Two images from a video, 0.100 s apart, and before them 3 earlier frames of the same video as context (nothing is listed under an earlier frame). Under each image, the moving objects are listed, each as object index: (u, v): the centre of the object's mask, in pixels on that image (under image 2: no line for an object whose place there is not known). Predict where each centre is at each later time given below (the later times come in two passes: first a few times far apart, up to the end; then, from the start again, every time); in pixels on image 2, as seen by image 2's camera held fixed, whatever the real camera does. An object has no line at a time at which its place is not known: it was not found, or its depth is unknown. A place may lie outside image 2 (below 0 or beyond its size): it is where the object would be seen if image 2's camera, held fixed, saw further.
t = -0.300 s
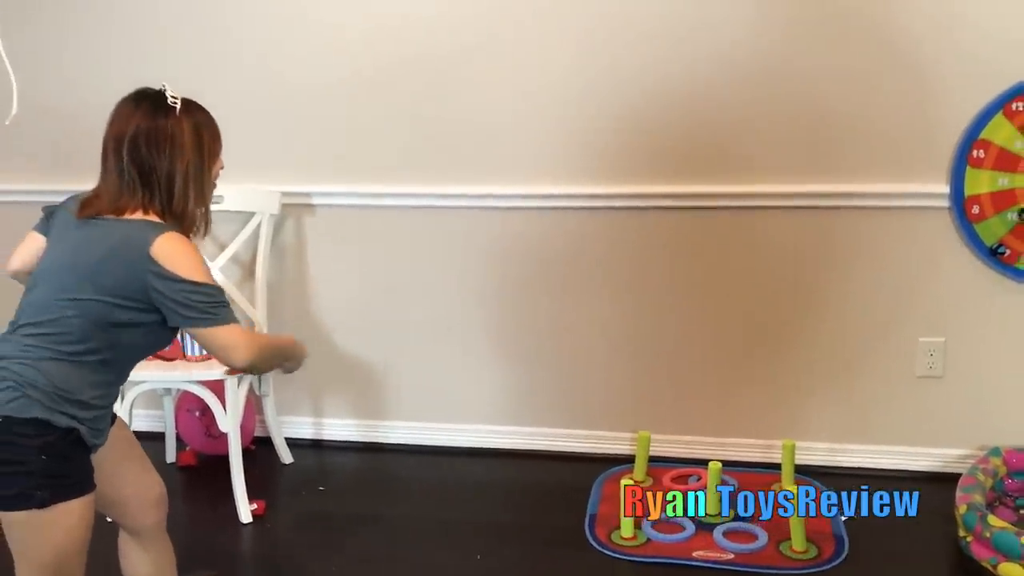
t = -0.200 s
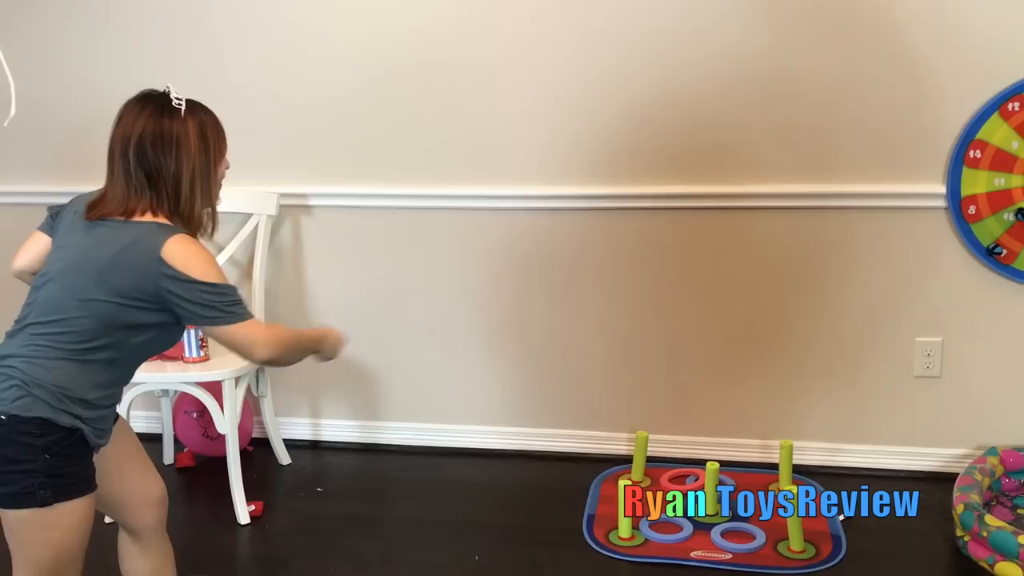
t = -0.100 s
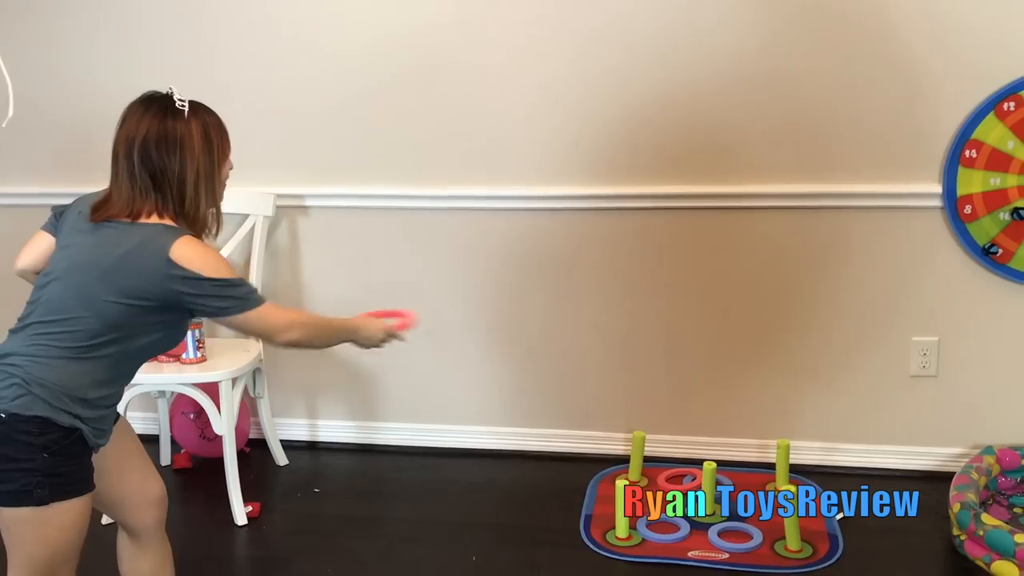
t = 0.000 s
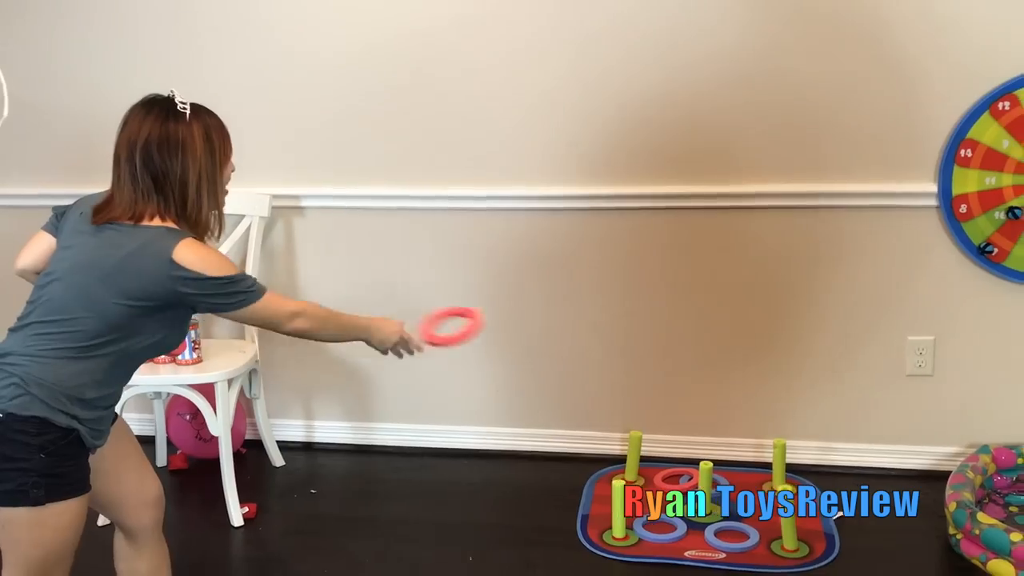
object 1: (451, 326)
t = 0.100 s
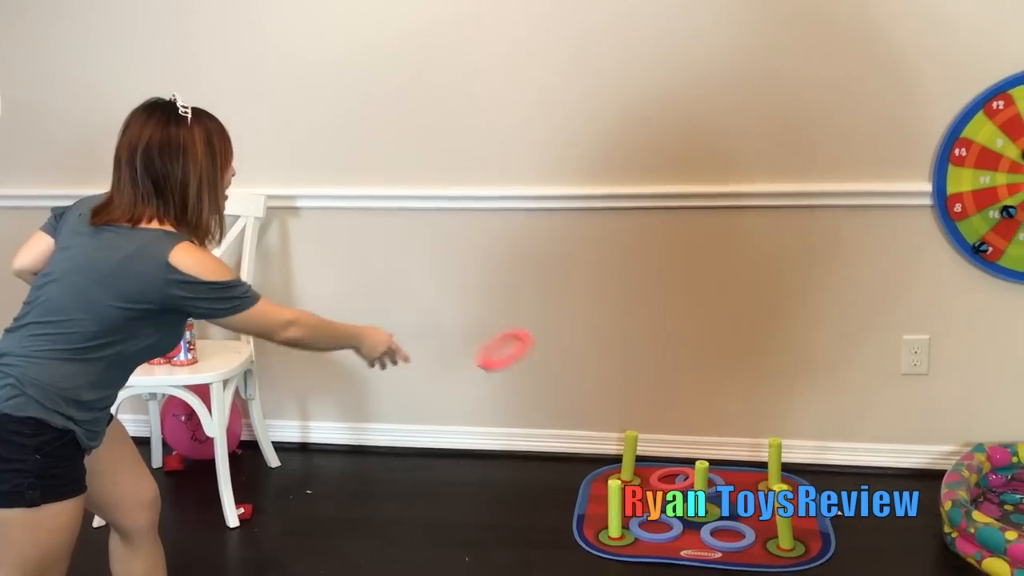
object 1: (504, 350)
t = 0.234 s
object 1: (560, 405)
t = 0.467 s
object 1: (603, 529)
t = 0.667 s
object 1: (602, 531)
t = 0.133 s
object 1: (520, 361)
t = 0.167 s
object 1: (535, 375)
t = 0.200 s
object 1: (549, 389)
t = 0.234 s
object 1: (560, 405)
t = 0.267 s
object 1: (571, 422)
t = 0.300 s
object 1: (580, 442)
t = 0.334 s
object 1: (586, 461)
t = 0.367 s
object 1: (593, 478)
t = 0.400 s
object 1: (598, 498)
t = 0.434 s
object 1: (602, 517)
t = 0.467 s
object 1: (603, 529)
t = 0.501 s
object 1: (604, 531)
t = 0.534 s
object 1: (603, 531)
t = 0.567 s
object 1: (603, 531)
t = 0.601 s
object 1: (602, 531)
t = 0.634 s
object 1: (602, 531)
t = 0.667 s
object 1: (602, 531)
